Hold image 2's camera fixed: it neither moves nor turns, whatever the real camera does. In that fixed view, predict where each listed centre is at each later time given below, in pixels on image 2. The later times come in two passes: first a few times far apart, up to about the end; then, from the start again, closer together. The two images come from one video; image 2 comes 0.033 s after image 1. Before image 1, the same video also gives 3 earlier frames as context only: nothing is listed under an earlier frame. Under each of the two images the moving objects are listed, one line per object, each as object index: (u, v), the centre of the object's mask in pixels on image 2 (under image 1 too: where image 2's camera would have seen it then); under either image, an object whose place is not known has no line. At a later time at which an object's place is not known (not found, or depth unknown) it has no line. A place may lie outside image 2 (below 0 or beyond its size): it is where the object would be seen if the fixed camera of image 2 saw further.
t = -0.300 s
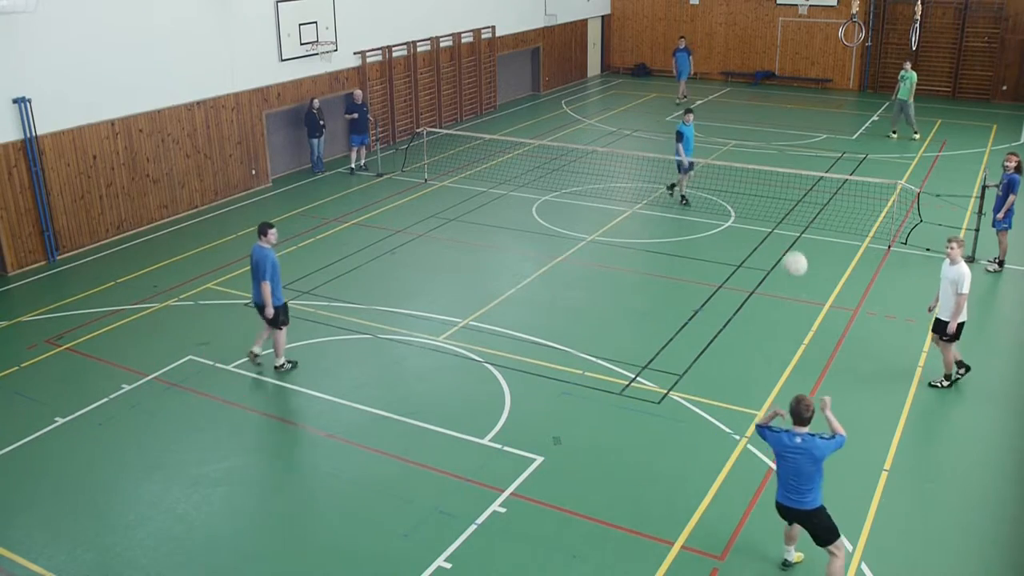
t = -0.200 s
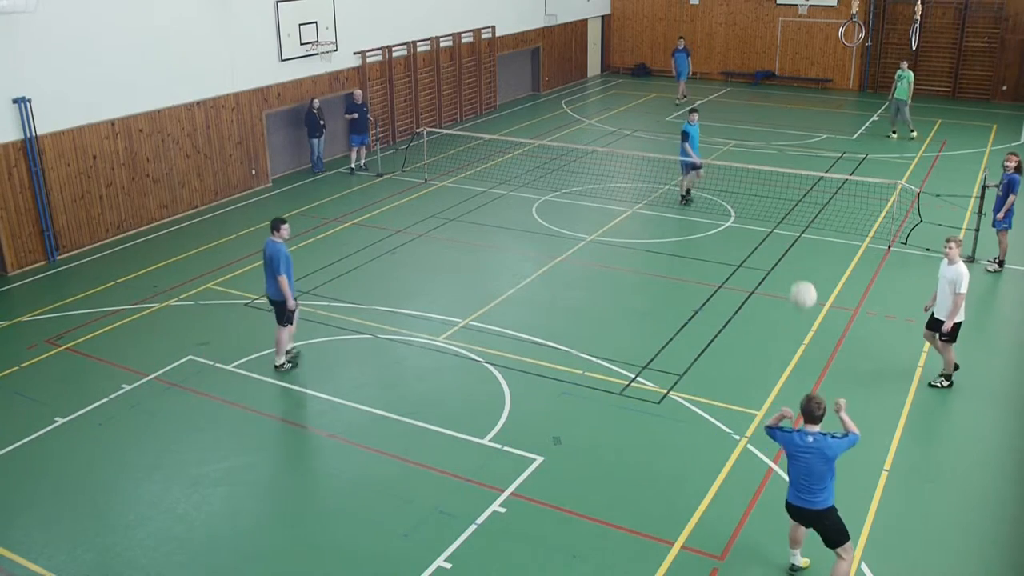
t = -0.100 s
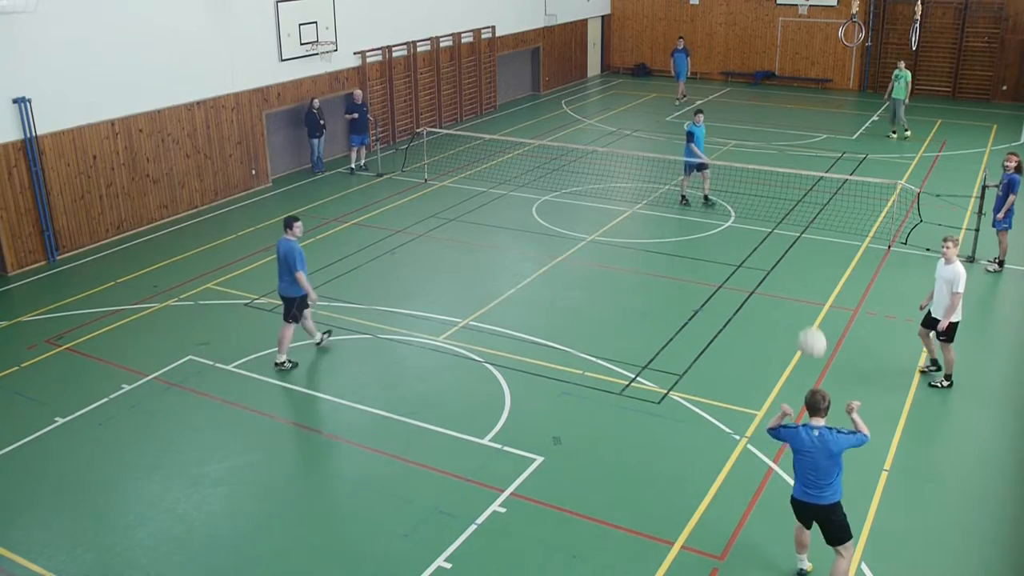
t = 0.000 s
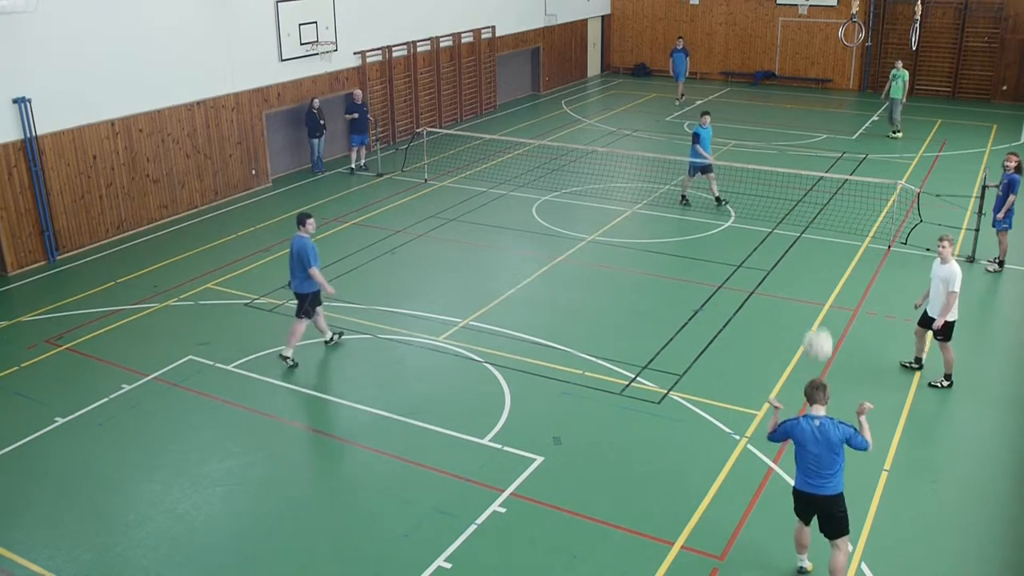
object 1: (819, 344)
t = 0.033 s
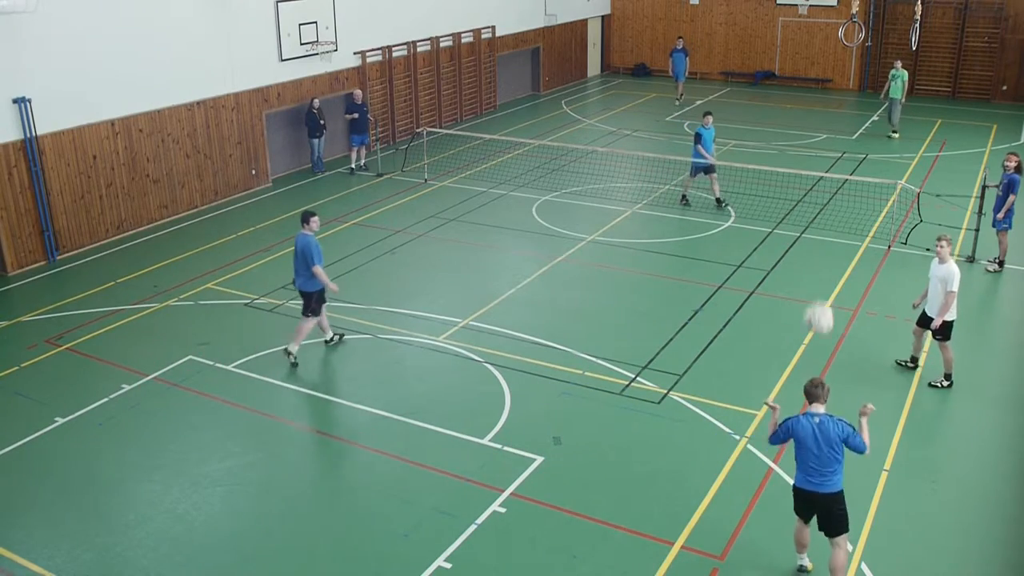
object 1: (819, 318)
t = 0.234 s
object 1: (819, 191)
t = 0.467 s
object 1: (815, 112)
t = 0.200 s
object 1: (820, 207)
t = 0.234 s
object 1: (819, 191)
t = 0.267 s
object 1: (819, 174)
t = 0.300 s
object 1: (819, 160)
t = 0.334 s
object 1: (818, 148)
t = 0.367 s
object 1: (817, 136)
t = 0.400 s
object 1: (817, 127)
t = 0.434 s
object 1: (816, 119)
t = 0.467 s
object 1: (815, 112)
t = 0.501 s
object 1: (814, 107)
